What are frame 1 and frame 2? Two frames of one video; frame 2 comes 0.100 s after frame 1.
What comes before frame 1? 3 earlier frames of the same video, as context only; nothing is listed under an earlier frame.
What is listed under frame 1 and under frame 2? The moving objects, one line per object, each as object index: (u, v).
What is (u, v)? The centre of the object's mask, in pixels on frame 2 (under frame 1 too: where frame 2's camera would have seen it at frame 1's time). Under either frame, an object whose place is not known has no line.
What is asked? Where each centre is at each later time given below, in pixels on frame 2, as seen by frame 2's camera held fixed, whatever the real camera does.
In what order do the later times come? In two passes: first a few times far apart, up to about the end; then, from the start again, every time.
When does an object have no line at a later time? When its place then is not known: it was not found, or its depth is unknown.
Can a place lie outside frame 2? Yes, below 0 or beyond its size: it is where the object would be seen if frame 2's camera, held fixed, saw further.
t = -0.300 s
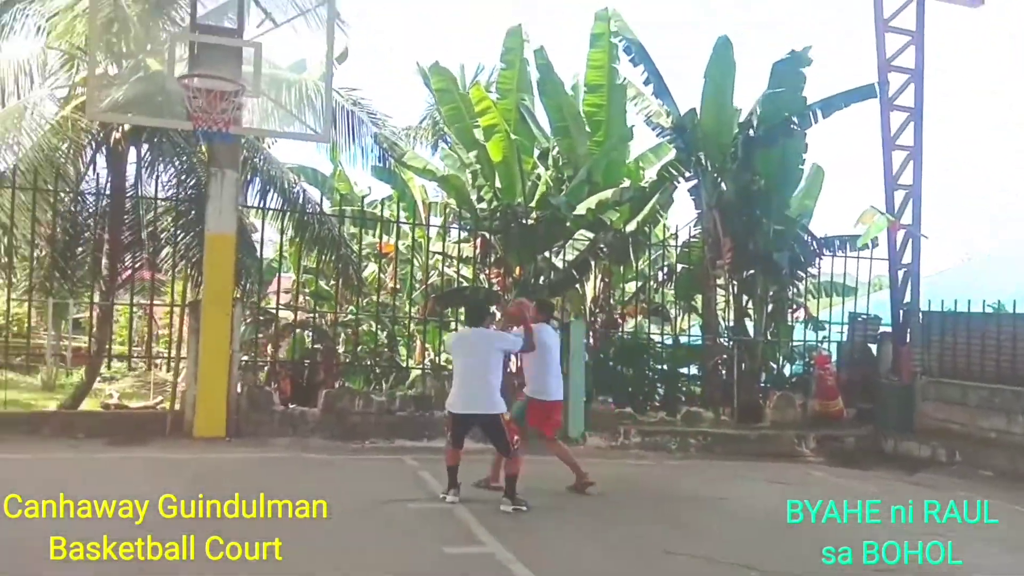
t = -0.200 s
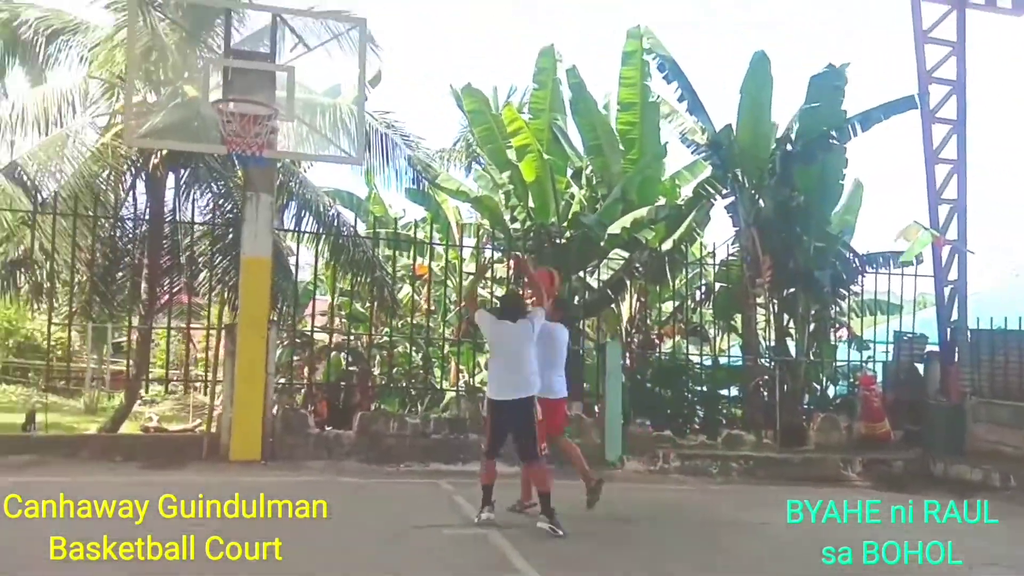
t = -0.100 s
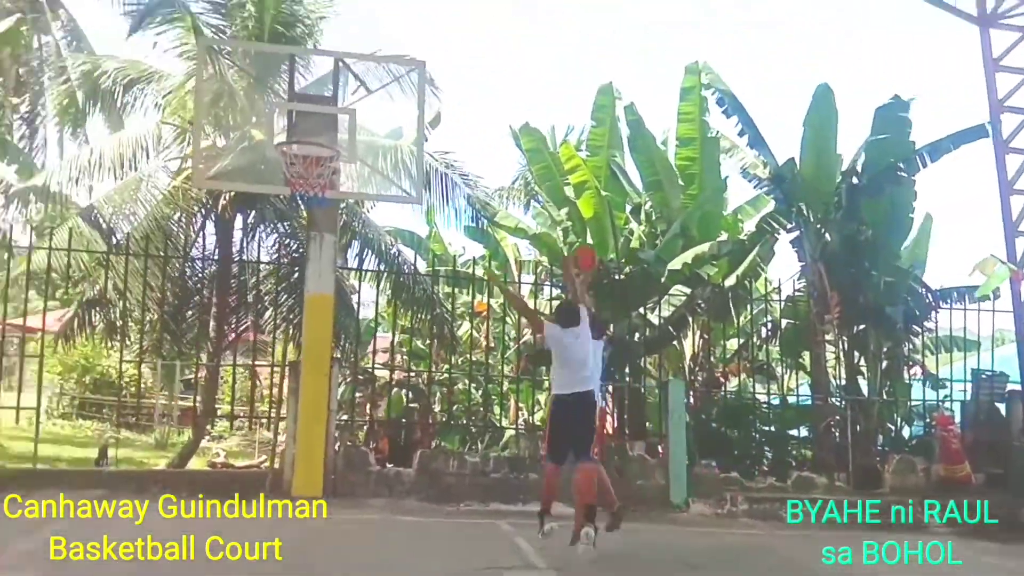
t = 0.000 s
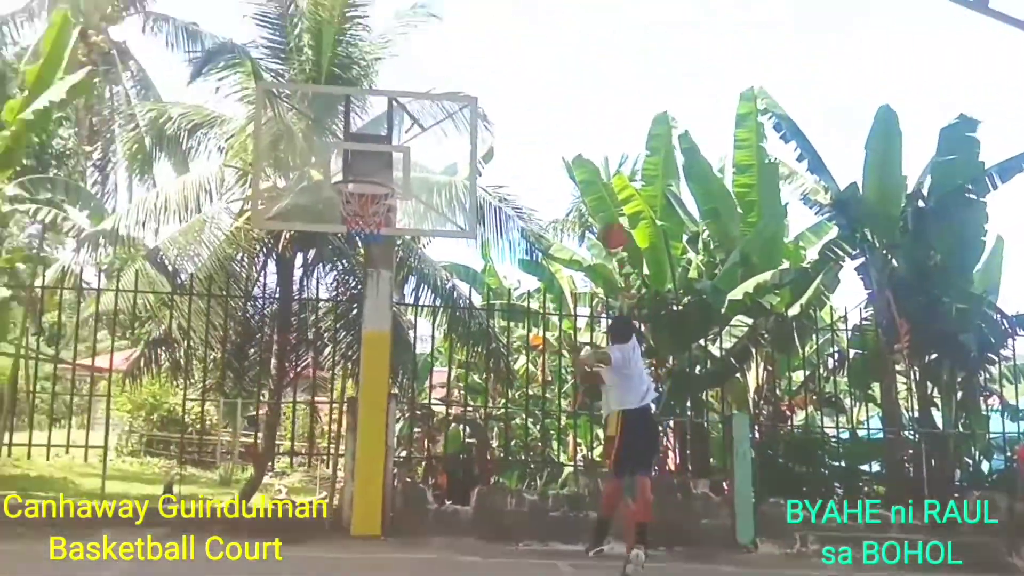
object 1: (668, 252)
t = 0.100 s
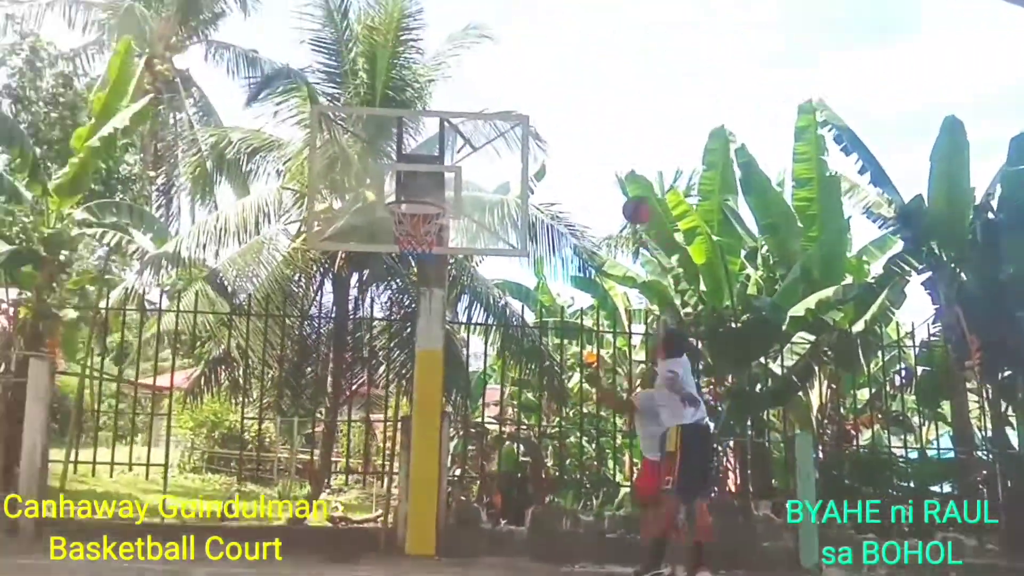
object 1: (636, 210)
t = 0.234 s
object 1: (598, 173)
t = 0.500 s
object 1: (519, 162)
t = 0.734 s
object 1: (468, 215)
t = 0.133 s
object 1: (626, 199)
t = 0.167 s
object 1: (617, 189)
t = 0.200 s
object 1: (608, 180)
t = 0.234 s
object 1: (598, 173)
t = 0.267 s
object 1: (588, 168)
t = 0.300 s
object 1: (578, 163)
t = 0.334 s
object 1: (568, 160)
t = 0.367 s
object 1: (558, 158)
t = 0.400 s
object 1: (548, 157)
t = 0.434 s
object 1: (538, 157)
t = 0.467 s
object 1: (529, 159)
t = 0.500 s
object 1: (519, 162)
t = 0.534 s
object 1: (508, 166)
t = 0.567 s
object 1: (498, 172)
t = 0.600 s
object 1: (487, 179)
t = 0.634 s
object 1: (477, 187)
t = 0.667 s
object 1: (466, 197)
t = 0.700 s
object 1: (459, 207)
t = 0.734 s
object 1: (468, 215)
